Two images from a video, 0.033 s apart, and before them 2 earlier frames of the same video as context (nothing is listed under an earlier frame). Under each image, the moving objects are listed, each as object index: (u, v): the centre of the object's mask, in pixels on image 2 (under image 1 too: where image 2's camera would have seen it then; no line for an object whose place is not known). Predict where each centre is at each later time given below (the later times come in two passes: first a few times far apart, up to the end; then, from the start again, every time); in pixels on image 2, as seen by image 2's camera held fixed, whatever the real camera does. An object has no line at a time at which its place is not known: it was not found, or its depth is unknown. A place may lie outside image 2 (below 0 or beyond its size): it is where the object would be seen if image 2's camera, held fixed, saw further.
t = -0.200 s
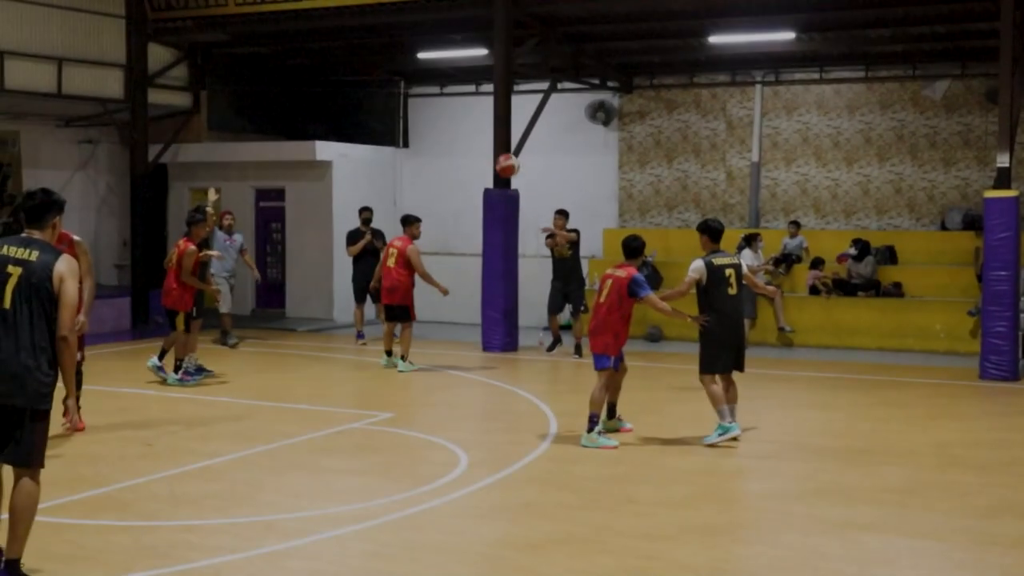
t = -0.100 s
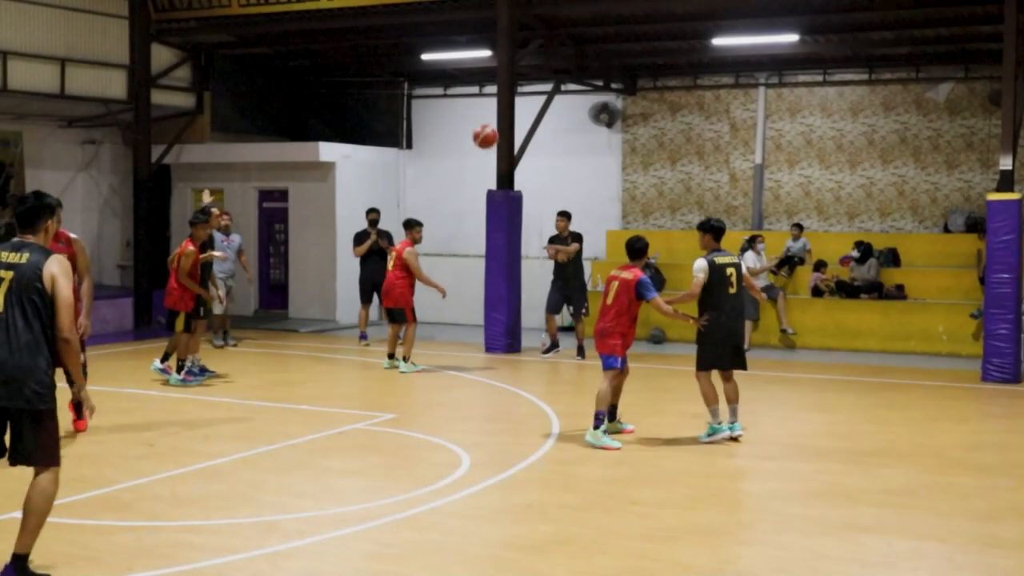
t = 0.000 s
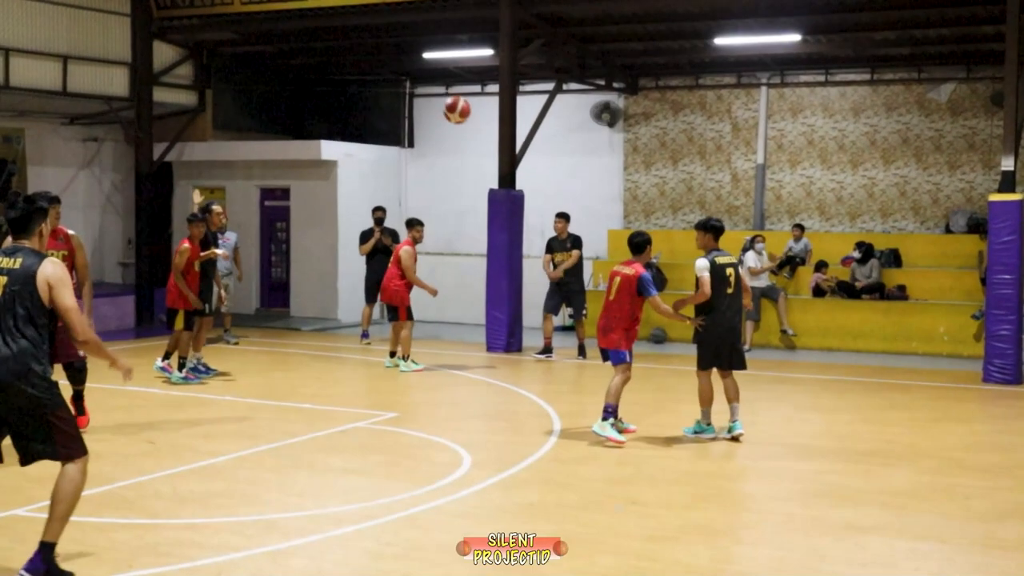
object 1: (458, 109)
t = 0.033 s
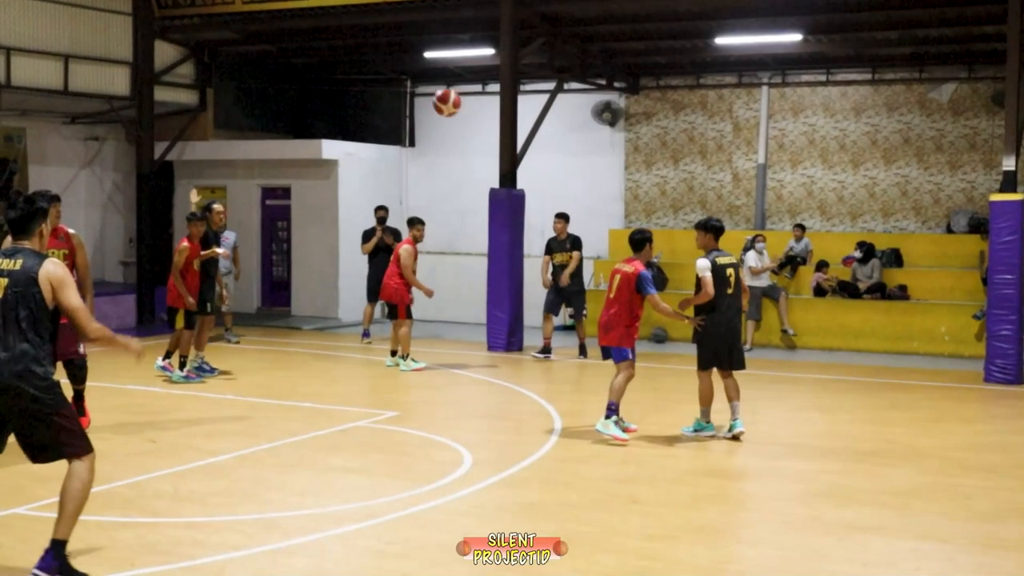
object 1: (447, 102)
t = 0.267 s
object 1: (346, 84)
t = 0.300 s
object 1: (328, 88)
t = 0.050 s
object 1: (440, 99)
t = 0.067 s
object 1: (435, 96)
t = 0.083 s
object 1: (429, 93)
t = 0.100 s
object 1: (422, 91)
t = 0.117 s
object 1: (416, 89)
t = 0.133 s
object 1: (409, 87)
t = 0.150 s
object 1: (402, 85)
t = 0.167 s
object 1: (395, 84)
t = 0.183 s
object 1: (387, 83)
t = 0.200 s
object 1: (379, 83)
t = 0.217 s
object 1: (372, 83)
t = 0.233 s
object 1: (363, 83)
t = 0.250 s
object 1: (355, 83)
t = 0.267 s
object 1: (346, 84)
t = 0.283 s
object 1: (337, 86)
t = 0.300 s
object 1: (328, 88)
